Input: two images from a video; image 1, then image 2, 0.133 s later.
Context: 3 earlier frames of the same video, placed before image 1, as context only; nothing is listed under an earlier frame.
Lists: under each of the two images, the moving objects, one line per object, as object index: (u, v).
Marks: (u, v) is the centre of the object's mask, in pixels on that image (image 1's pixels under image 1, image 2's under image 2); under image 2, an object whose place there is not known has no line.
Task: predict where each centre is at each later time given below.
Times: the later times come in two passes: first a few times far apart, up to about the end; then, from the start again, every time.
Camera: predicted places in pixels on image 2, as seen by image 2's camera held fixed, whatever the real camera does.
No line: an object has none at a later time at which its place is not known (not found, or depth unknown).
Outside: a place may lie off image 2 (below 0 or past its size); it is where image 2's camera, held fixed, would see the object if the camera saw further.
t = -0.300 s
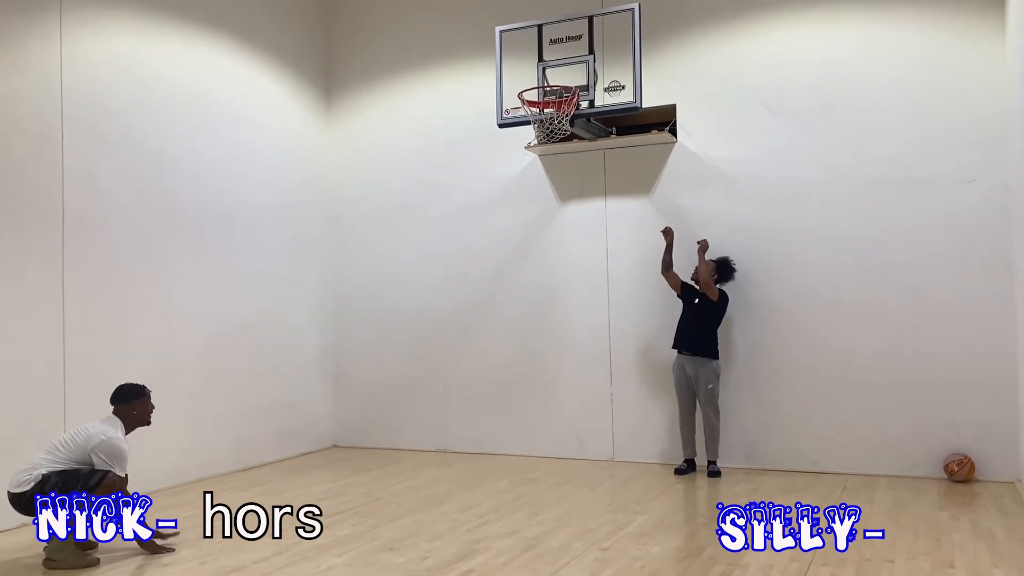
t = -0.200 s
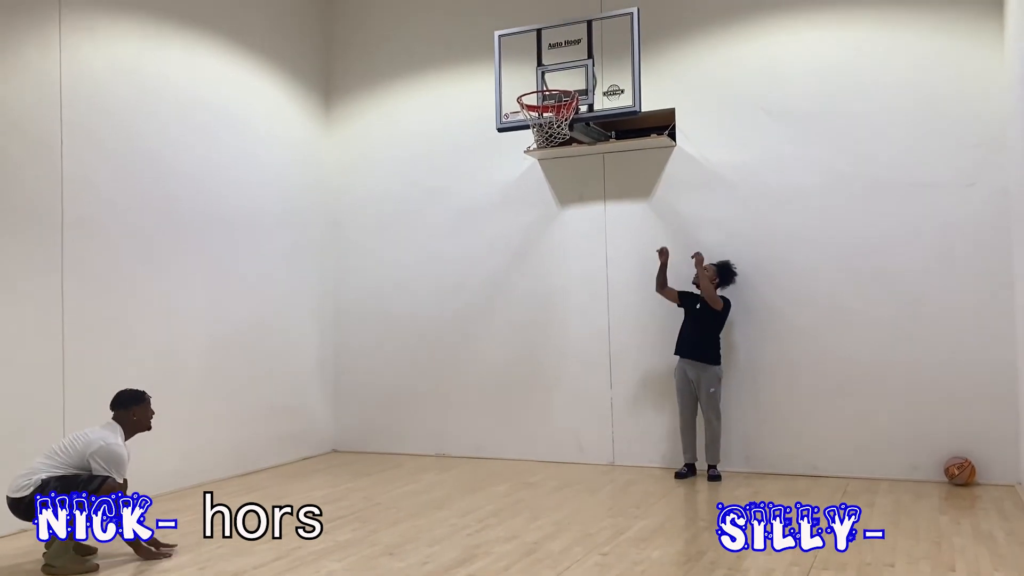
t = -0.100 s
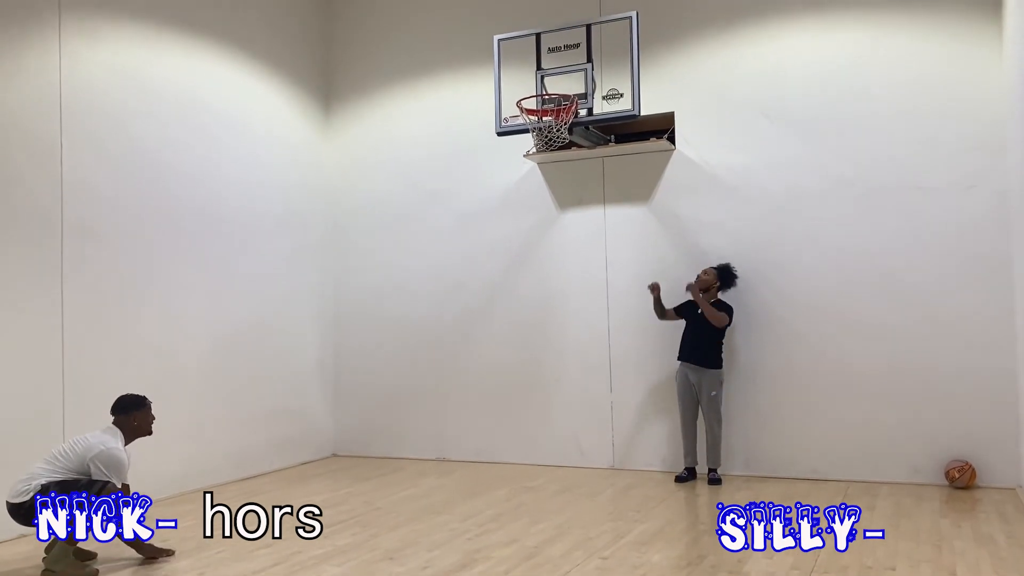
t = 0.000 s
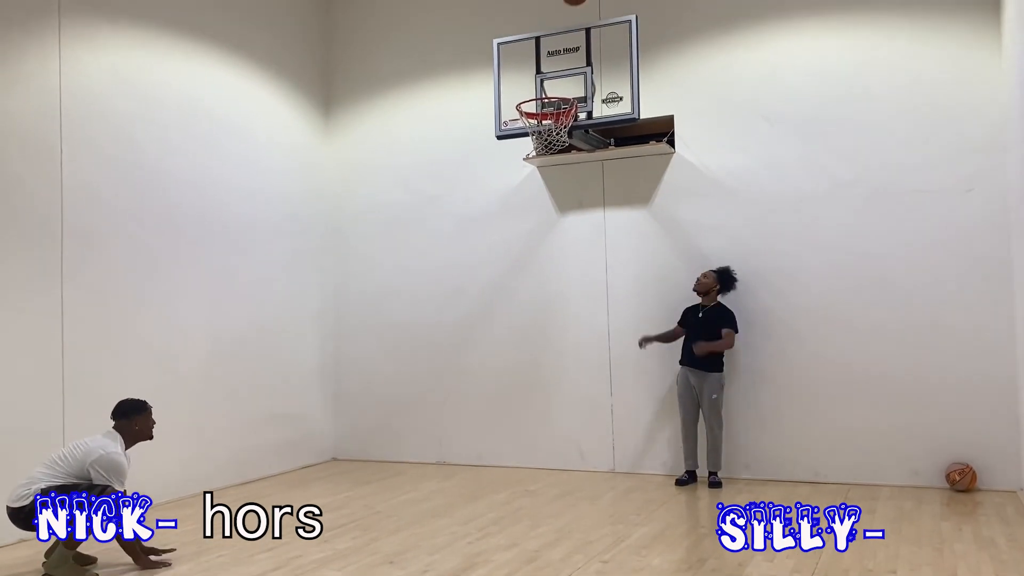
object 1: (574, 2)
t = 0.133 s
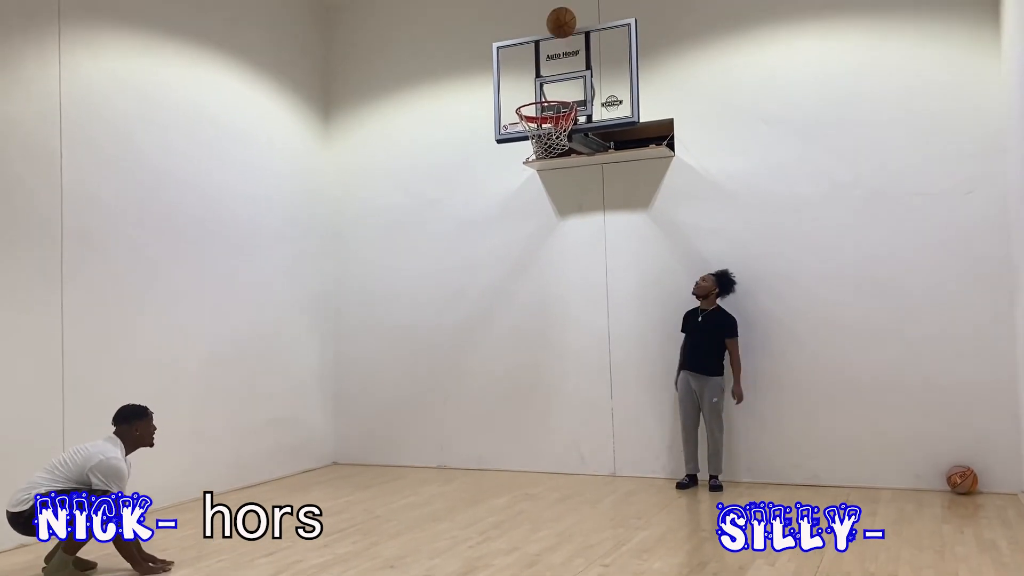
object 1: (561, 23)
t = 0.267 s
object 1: (548, 48)
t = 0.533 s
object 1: (529, 81)
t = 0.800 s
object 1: (519, 132)
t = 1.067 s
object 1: (512, 280)
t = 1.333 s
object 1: (507, 499)
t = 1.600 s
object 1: (493, 343)
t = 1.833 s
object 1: (482, 289)
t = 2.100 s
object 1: (471, 325)
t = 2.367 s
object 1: (457, 478)
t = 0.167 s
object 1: (558, 27)
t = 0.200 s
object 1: (554, 33)
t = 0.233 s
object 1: (551, 40)
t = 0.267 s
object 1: (548, 48)
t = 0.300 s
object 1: (544, 58)
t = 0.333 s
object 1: (541, 70)
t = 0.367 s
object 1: (538, 83)
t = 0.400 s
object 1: (535, 89)
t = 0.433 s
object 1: (534, 85)
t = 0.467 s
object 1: (532, 82)
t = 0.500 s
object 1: (531, 81)
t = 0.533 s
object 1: (529, 81)
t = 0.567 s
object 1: (528, 82)
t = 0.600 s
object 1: (526, 84)
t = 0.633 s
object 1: (525, 89)
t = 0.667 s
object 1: (524, 95)
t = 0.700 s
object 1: (523, 102)
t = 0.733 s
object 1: (521, 110)
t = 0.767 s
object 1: (520, 120)
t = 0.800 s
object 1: (519, 132)
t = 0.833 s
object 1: (518, 145)
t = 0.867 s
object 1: (517, 160)
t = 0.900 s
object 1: (516, 176)
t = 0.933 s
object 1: (515, 194)
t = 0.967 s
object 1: (514, 213)
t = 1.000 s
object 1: (514, 234)
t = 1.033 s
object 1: (513, 257)
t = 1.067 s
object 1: (512, 280)
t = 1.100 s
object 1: (512, 306)
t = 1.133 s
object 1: (511, 333)
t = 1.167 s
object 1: (511, 362)
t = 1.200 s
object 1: (511, 392)
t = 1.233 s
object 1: (510, 426)
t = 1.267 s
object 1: (509, 461)
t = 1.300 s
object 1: (508, 498)
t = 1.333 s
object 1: (507, 499)
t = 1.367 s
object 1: (505, 474)
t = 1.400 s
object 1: (504, 450)
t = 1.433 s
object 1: (502, 428)
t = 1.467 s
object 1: (501, 408)
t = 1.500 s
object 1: (499, 389)
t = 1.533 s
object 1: (497, 372)
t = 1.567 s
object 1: (495, 357)
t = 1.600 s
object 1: (493, 343)
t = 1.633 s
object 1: (492, 331)
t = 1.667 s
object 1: (490, 320)
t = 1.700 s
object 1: (488, 311)
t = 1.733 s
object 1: (487, 303)
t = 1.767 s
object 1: (485, 297)
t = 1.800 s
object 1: (484, 292)
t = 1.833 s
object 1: (482, 289)
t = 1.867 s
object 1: (481, 288)
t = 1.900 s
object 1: (478, 288)
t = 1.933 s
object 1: (477, 290)
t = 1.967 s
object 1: (475, 294)
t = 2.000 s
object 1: (475, 299)
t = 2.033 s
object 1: (473, 306)
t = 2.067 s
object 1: (471, 315)
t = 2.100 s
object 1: (471, 325)
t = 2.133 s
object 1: (470, 336)
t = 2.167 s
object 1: (468, 351)
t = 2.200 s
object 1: (467, 367)
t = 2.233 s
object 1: (464, 385)
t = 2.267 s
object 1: (462, 405)
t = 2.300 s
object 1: (460, 427)
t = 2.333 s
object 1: (459, 451)
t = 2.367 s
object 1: (457, 478)
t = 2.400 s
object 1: (455, 506)
